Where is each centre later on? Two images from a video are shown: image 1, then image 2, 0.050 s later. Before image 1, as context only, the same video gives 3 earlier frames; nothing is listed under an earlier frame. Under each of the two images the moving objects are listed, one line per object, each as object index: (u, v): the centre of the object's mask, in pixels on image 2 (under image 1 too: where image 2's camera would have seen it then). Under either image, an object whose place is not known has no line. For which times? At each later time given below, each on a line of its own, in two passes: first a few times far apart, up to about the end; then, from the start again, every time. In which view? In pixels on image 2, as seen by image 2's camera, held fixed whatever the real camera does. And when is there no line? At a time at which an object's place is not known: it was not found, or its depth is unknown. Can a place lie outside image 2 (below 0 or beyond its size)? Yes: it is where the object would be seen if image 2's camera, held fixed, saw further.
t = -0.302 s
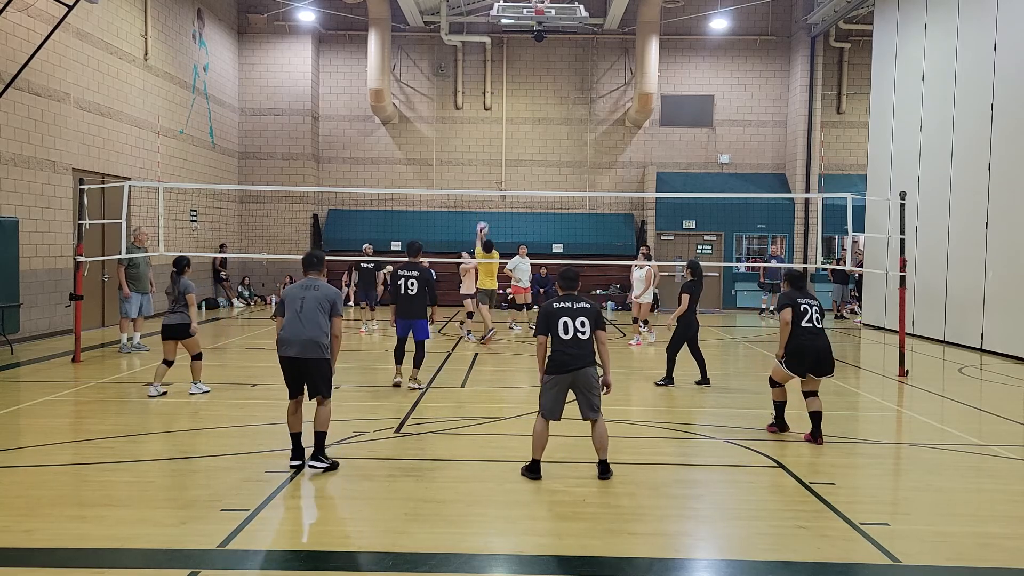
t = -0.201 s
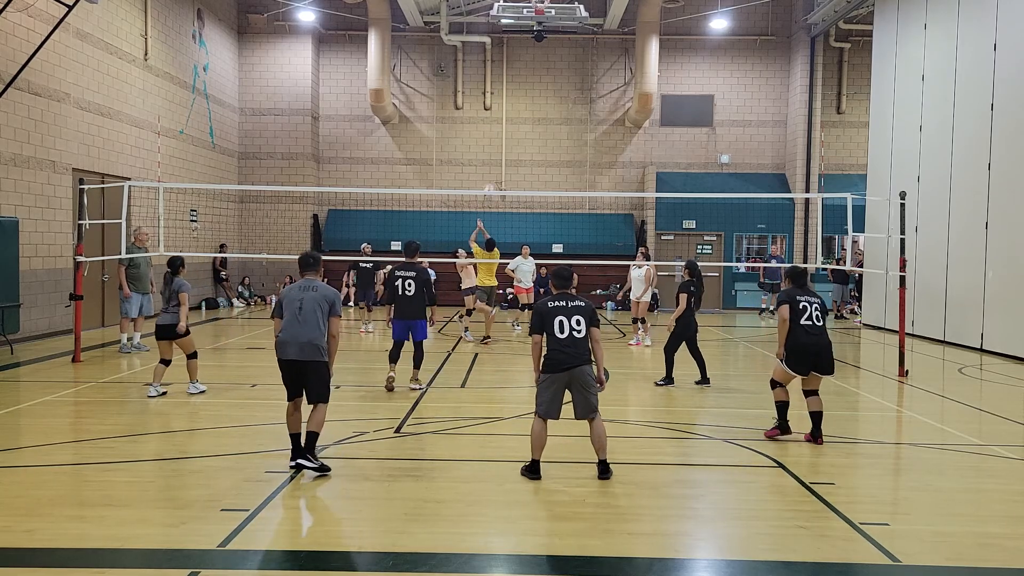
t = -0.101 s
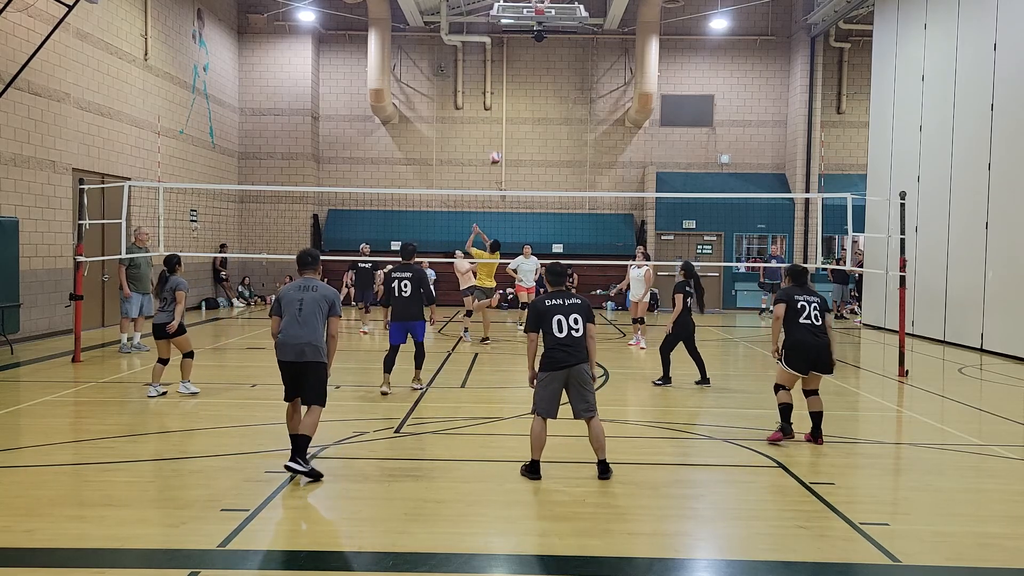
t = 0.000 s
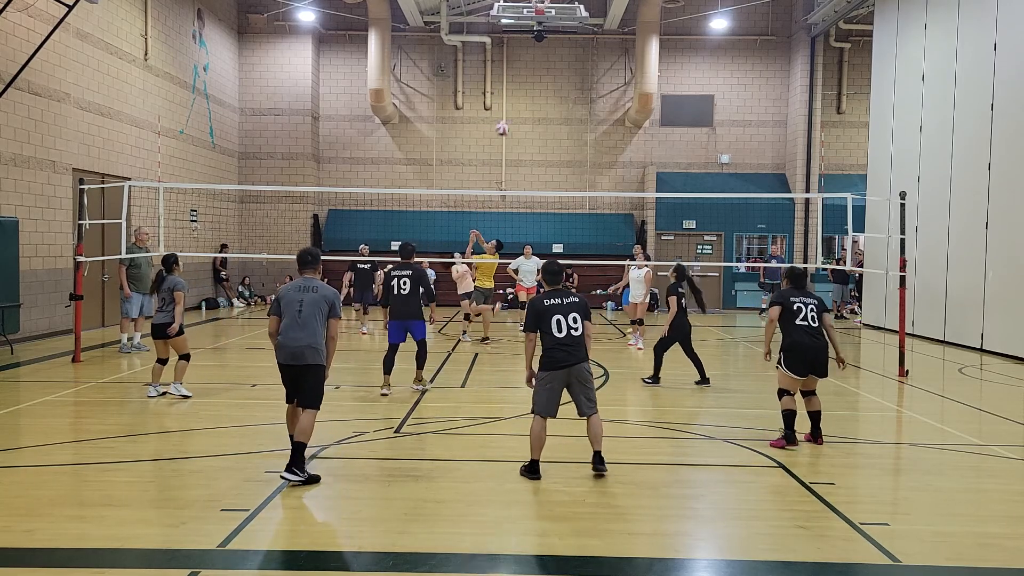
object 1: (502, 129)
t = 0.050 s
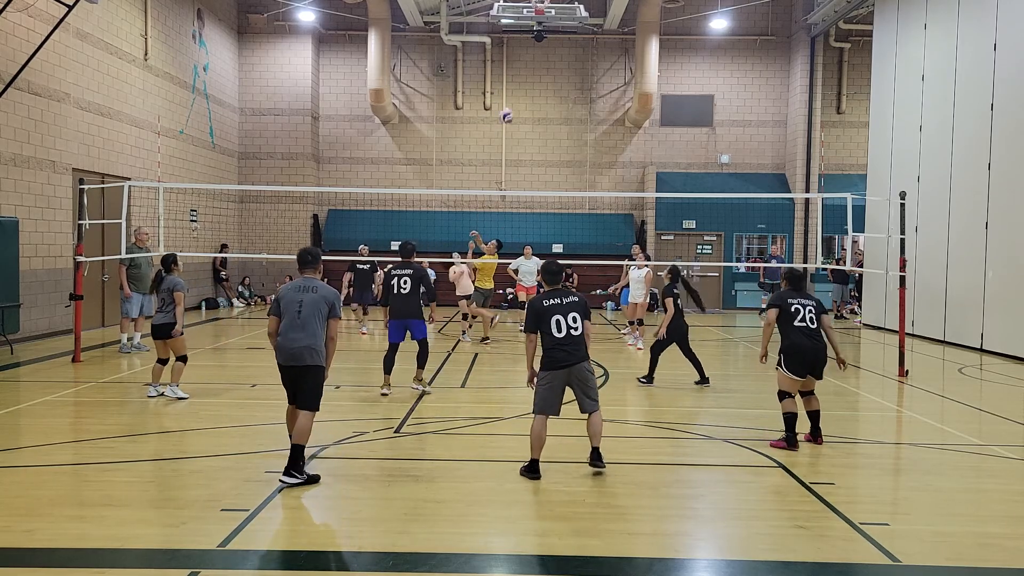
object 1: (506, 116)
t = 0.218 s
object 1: (522, 82)
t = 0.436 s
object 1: (547, 67)
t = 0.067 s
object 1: (508, 111)
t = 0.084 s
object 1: (509, 108)
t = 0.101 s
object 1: (510, 104)
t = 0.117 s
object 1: (512, 101)
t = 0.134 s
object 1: (514, 97)
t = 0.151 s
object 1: (515, 93)
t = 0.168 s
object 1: (517, 91)
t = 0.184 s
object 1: (518, 88)
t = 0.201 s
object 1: (520, 85)
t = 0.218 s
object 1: (522, 82)
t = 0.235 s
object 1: (523, 80)
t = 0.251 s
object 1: (525, 78)
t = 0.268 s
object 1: (526, 76)
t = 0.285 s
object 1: (529, 74)
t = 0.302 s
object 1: (530, 73)
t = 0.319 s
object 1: (532, 71)
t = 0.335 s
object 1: (534, 70)
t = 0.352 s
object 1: (536, 69)
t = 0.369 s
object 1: (538, 68)
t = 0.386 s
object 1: (541, 68)
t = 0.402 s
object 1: (543, 67)
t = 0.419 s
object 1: (545, 67)
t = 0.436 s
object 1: (547, 67)
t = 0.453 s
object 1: (549, 68)
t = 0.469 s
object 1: (551, 69)
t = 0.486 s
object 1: (554, 70)
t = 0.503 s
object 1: (556, 71)
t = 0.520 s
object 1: (558, 72)
